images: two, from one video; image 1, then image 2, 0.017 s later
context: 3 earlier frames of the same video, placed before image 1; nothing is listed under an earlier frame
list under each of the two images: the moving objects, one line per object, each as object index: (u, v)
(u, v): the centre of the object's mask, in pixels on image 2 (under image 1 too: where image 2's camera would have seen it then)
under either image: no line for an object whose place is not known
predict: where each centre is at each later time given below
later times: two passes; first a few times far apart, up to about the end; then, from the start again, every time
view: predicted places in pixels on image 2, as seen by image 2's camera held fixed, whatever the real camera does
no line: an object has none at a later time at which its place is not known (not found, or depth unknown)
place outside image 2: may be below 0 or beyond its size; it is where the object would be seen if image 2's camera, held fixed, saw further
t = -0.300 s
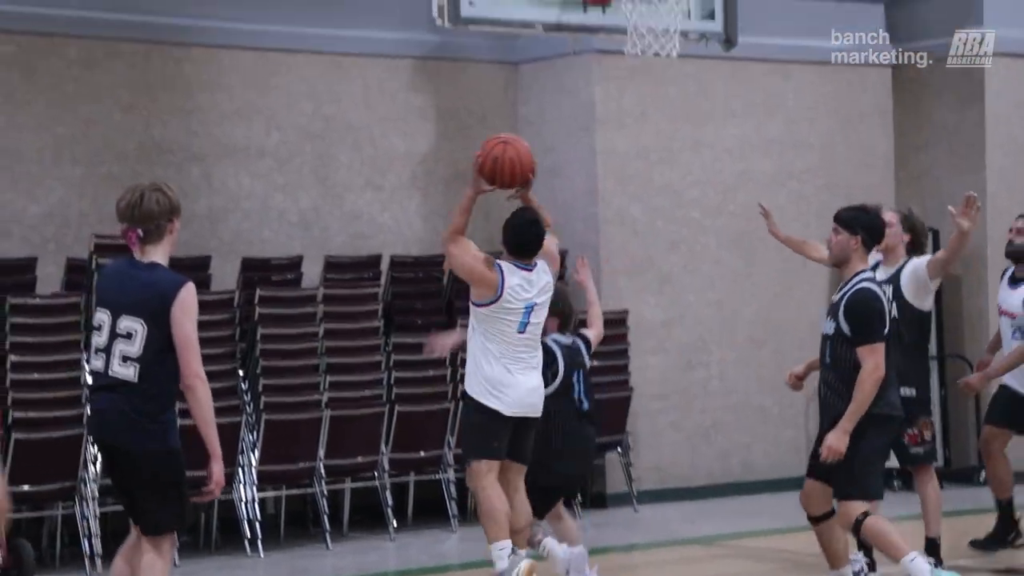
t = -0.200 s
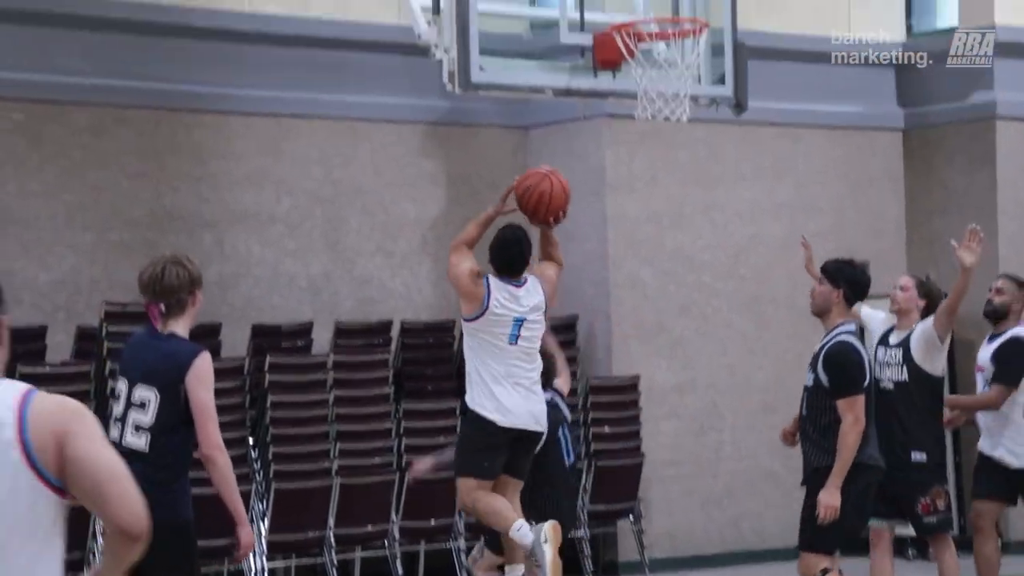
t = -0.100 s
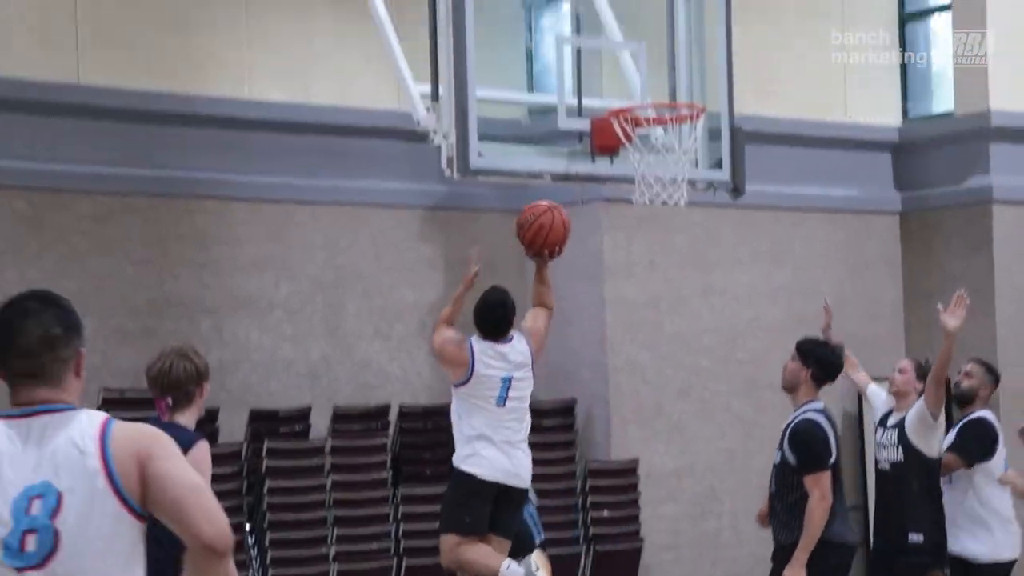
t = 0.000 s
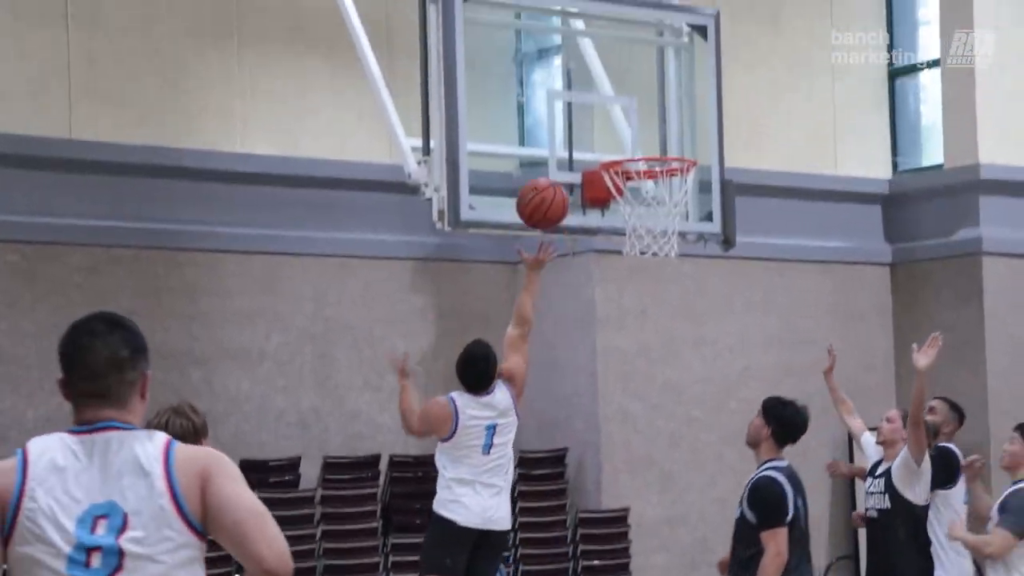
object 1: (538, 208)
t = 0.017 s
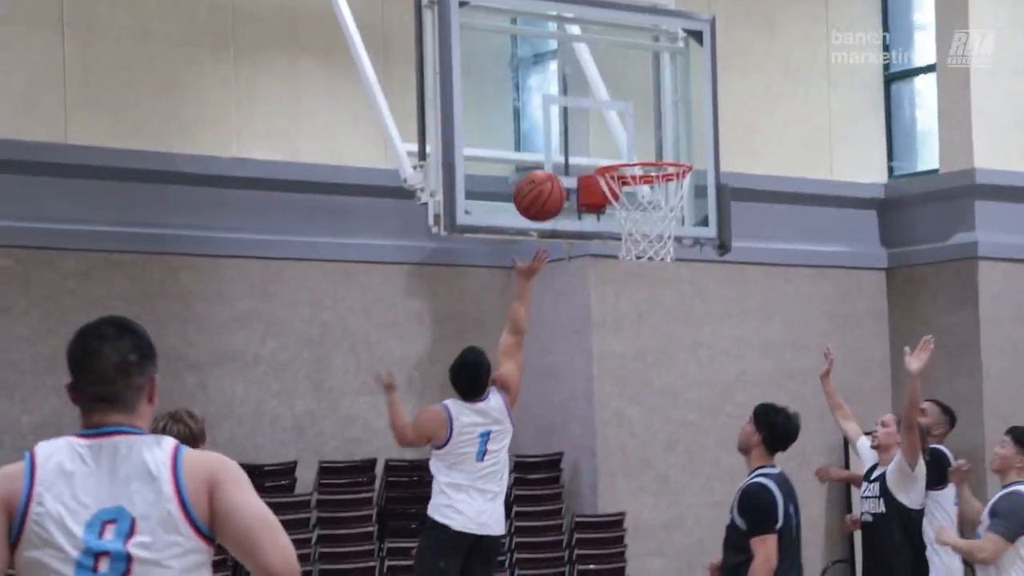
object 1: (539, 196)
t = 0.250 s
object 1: (557, 90)
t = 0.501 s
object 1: (606, 93)
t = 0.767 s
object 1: (647, 139)
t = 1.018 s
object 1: (613, 134)
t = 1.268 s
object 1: (628, 151)
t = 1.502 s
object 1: (658, 254)
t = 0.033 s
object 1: (540, 184)
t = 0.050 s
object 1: (542, 173)
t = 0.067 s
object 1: (543, 163)
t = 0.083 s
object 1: (544, 153)
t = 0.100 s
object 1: (546, 144)
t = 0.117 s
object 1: (547, 135)
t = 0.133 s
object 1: (548, 127)
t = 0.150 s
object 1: (550, 120)
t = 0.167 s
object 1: (551, 114)
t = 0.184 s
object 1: (553, 108)
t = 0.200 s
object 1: (554, 103)
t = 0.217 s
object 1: (555, 98)
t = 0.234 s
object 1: (556, 94)
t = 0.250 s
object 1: (557, 90)
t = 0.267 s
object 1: (559, 87)
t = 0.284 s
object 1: (560, 85)
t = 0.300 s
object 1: (561, 83)
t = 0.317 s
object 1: (563, 82)
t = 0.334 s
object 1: (564, 81)
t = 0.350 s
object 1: (566, 81)
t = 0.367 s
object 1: (567, 81)
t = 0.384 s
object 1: (568, 82)
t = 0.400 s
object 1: (569, 83)
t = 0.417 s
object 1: (574, 84)
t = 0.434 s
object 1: (580, 85)
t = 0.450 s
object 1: (587, 86)
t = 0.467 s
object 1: (594, 88)
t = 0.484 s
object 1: (600, 90)
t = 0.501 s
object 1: (606, 93)
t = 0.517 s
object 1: (613, 96)
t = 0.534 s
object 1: (620, 100)
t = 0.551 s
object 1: (627, 104)
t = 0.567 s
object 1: (634, 109)
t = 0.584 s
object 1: (641, 115)
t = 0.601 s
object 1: (647, 121)
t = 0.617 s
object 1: (654, 128)
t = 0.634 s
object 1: (661, 134)
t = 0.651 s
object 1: (668, 141)
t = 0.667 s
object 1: (675, 146)
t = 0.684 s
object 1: (672, 147)
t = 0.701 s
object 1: (667, 144)
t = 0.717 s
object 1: (662, 142)
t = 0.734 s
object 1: (657, 141)
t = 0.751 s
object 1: (652, 139)
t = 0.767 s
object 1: (647, 139)
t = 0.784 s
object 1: (642, 139)
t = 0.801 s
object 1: (637, 139)
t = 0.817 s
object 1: (632, 140)
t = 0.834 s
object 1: (627, 140)
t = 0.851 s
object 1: (622, 141)
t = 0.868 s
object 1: (617, 143)
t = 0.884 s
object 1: (613, 145)
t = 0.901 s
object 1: (613, 143)
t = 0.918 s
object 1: (613, 140)
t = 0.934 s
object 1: (613, 138)
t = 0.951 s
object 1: (613, 136)
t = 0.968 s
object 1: (613, 135)
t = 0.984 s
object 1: (613, 134)
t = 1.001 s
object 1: (613, 134)
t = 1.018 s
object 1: (613, 134)
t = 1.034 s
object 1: (613, 135)
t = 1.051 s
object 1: (613, 136)
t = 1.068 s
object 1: (613, 138)
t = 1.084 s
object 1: (613, 140)
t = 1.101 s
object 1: (613, 143)
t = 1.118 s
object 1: (613, 145)
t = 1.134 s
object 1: (613, 147)
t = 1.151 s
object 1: (615, 147)
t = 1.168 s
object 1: (617, 146)
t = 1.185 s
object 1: (619, 147)
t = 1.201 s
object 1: (620, 147)
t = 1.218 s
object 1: (623, 147)
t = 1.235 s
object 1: (624, 148)
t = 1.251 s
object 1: (626, 150)
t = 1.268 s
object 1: (628, 151)
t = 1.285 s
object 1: (630, 152)
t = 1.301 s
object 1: (632, 154)
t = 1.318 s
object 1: (635, 173)
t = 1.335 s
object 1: (638, 178)
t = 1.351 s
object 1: (638, 186)
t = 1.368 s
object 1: (643, 191)
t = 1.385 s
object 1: (644, 196)
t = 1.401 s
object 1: (646, 203)
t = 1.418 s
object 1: (649, 211)
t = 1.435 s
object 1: (651, 220)
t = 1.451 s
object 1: (653, 229)
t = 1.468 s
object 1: (654, 236)
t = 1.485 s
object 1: (657, 245)
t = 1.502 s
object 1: (658, 254)
